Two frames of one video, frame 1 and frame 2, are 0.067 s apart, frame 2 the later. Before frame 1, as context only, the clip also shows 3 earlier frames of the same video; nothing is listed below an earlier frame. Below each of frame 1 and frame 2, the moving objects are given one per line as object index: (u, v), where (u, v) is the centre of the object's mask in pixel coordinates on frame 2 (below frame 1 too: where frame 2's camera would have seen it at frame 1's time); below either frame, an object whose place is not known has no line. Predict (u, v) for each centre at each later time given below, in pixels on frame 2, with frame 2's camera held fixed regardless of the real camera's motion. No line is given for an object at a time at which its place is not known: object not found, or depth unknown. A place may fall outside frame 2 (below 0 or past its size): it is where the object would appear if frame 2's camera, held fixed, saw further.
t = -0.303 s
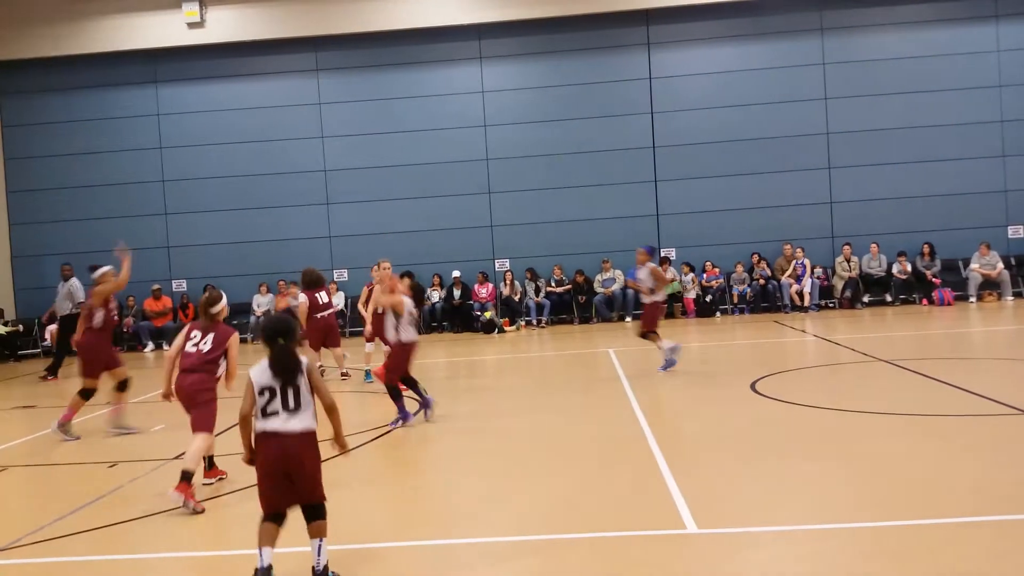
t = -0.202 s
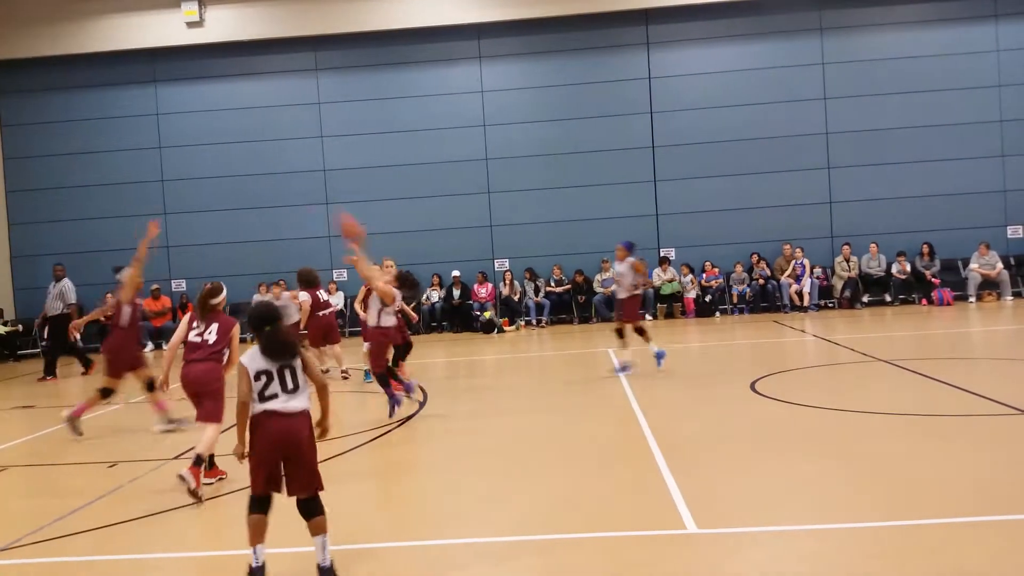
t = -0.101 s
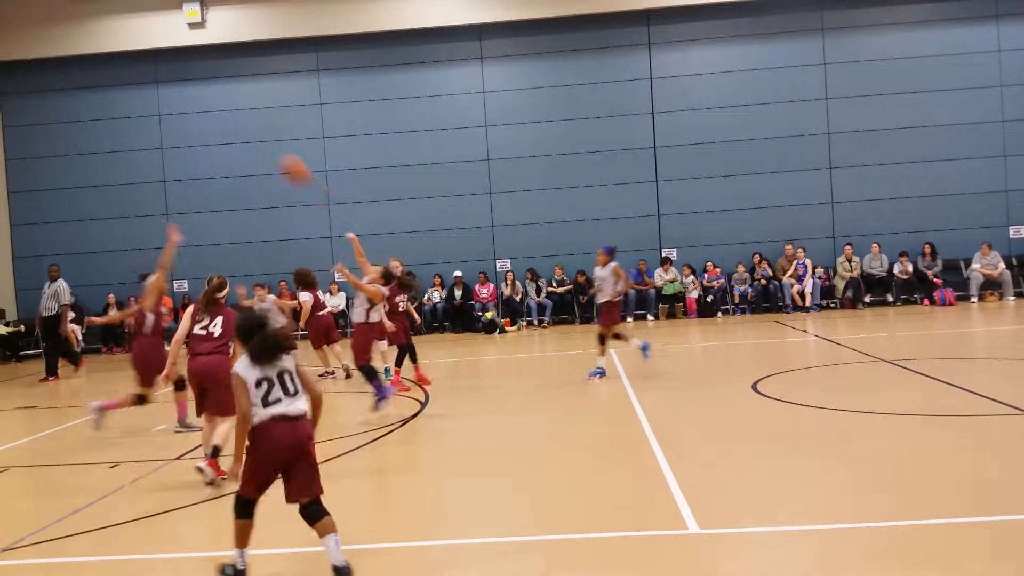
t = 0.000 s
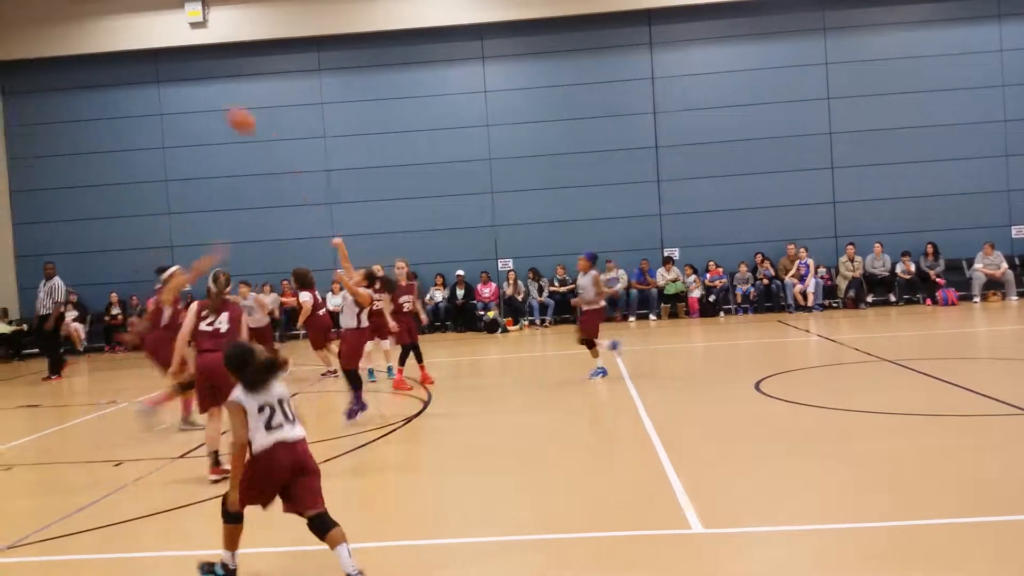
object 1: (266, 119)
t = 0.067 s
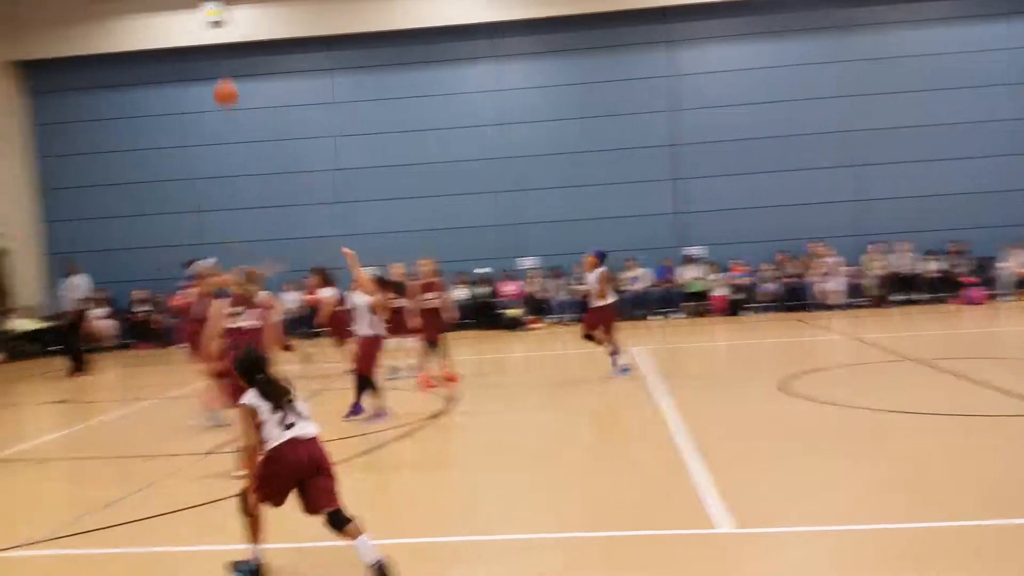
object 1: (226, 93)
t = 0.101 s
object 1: (206, 80)
